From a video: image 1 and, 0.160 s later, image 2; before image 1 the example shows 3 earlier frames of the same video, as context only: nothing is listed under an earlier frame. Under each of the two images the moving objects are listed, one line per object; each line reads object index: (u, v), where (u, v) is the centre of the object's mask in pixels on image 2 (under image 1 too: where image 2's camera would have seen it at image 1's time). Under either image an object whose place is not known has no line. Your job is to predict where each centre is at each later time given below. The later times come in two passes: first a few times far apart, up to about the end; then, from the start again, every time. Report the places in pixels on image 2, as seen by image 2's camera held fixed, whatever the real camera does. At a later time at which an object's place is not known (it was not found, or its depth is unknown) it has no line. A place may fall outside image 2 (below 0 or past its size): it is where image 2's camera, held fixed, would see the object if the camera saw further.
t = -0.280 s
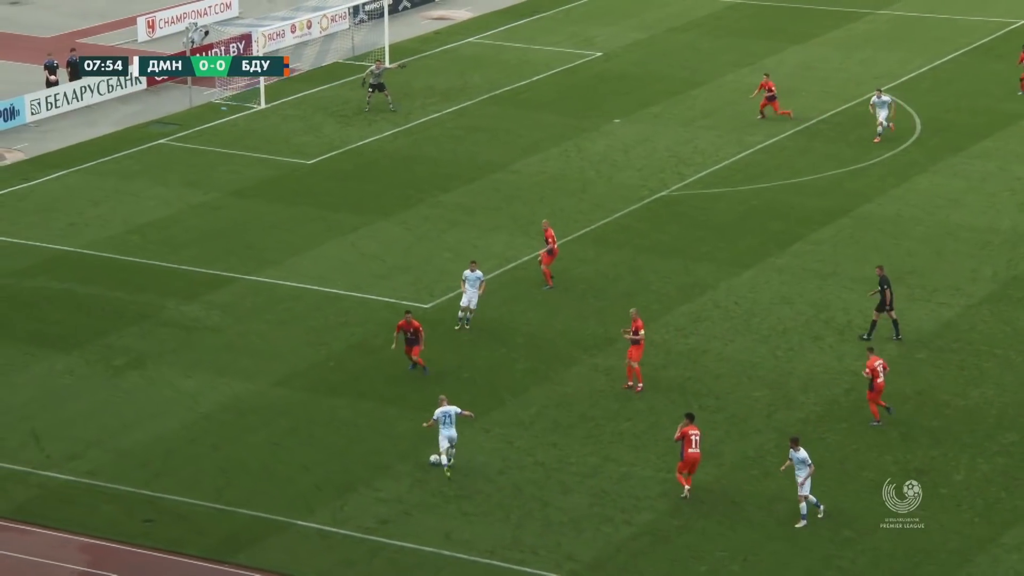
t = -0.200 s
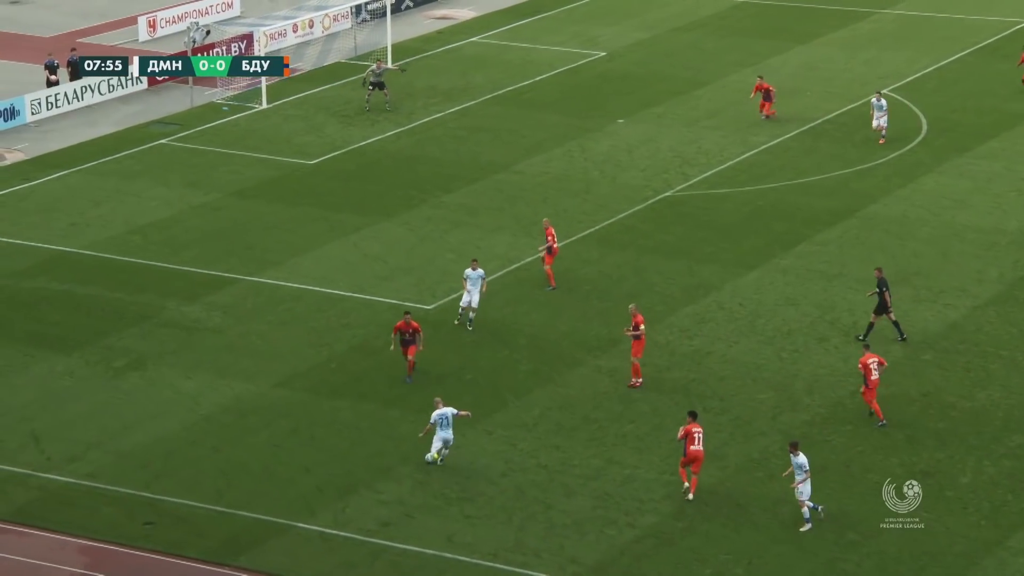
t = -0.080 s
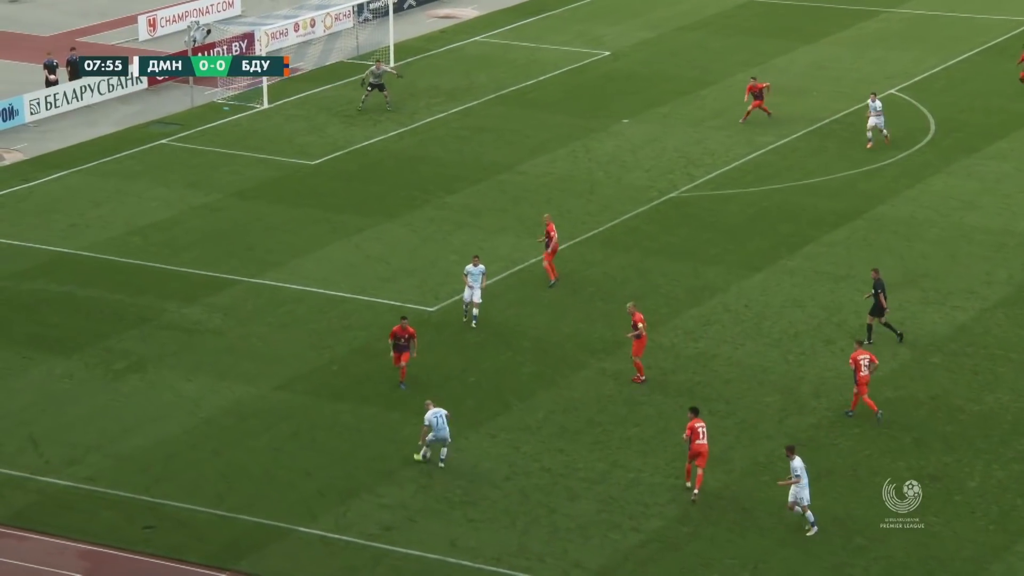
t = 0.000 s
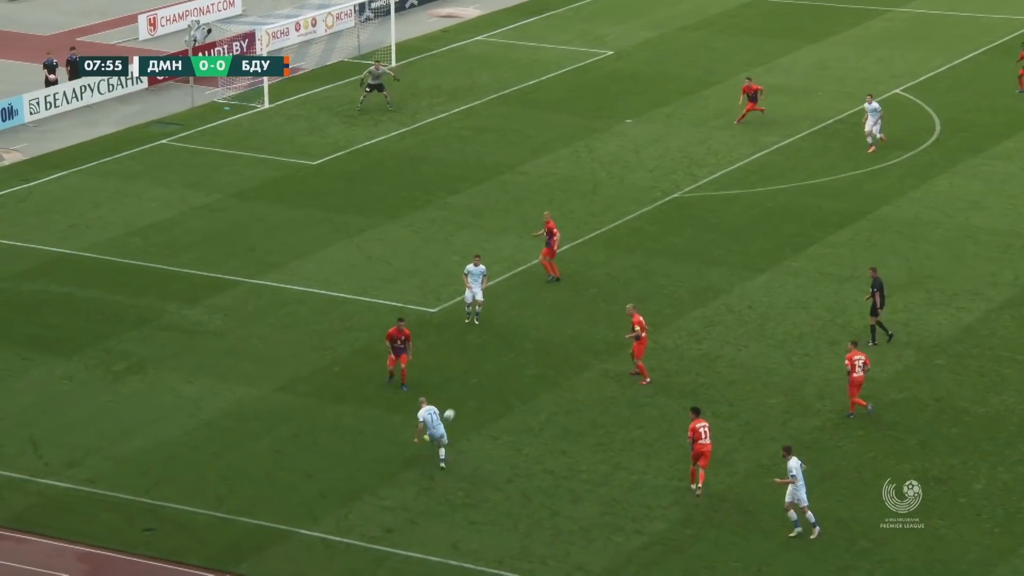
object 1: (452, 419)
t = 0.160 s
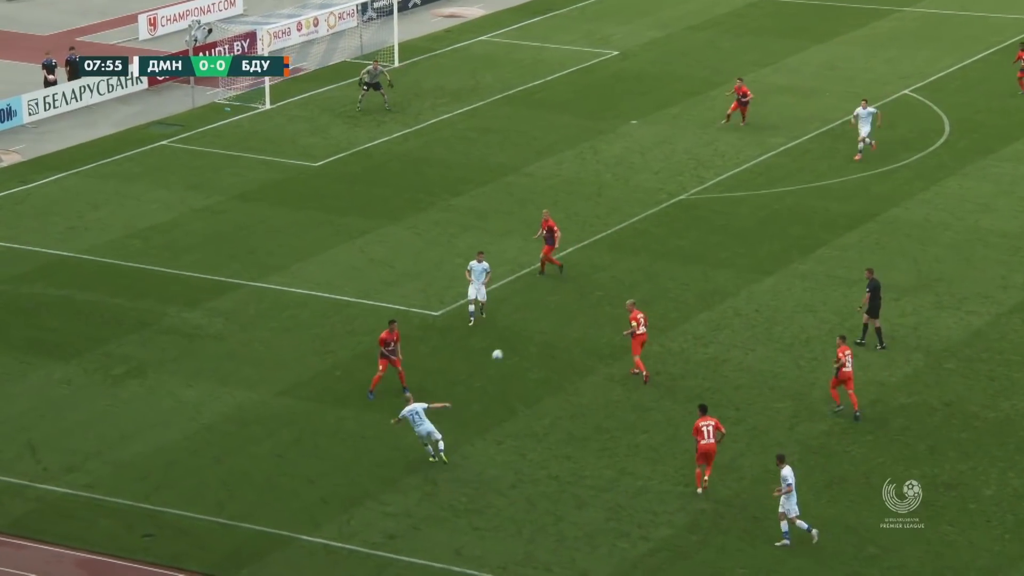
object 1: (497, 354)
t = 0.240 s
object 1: (519, 331)
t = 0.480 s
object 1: (583, 289)
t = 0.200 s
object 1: (508, 342)
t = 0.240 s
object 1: (519, 331)
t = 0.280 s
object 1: (530, 321)
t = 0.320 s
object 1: (541, 312)
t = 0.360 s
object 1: (552, 304)
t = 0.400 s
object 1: (562, 299)
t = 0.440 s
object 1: (573, 293)
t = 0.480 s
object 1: (583, 289)
